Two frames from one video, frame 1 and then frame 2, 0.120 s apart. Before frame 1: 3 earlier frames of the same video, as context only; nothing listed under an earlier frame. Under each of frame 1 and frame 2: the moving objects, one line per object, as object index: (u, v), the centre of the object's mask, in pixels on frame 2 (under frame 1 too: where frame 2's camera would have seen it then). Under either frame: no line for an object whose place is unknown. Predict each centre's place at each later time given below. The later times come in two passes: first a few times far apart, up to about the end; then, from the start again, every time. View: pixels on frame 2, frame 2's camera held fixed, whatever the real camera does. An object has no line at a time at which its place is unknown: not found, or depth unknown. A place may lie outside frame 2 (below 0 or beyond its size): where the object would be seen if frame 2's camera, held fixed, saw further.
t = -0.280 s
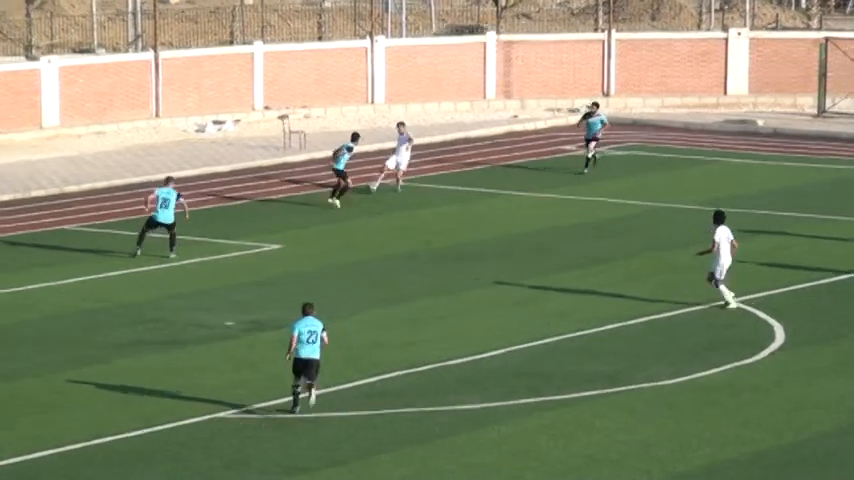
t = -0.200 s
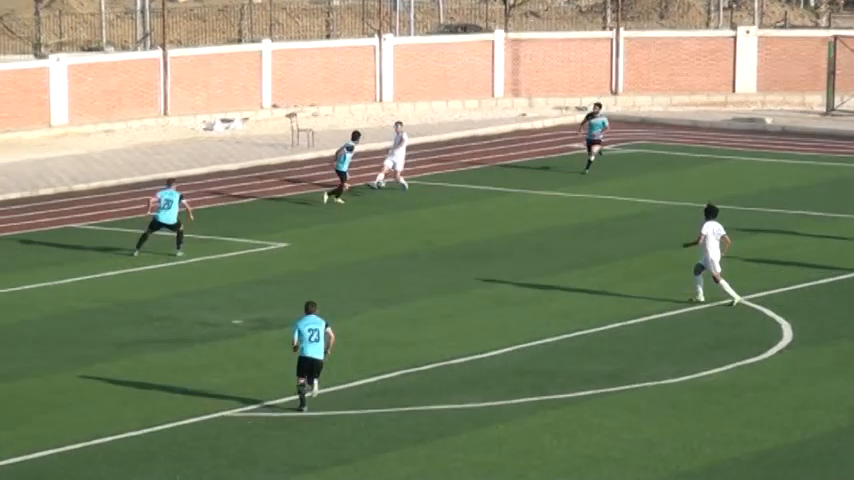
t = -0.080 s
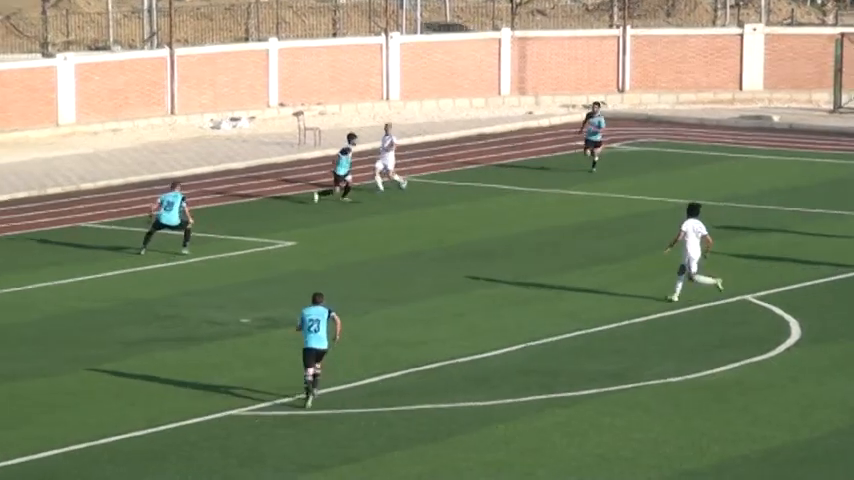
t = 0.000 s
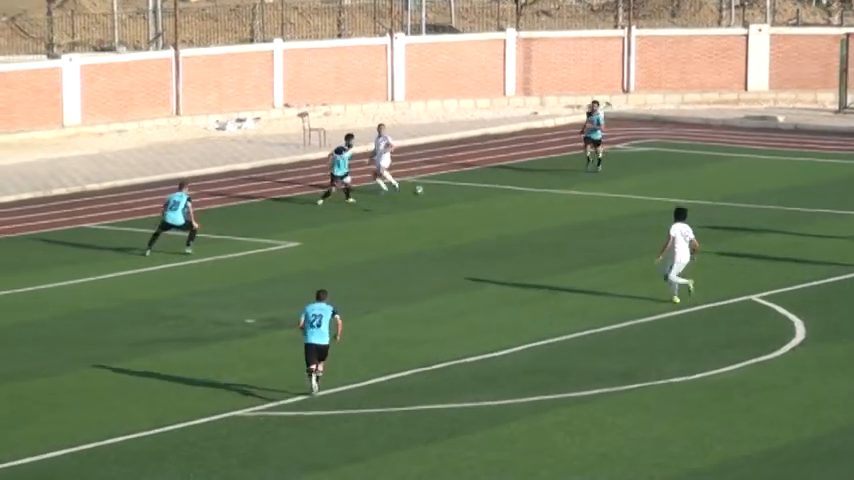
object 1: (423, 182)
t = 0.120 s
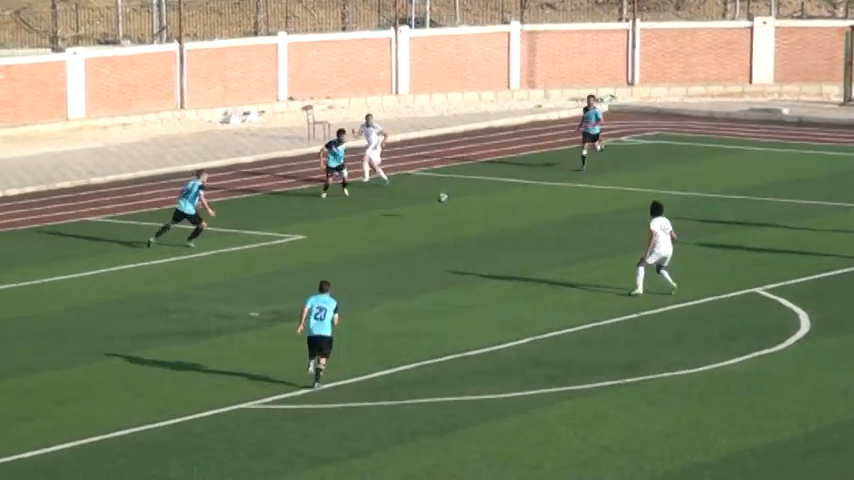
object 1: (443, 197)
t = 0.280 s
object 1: (474, 229)
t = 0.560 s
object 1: (530, 242)
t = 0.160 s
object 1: (449, 203)
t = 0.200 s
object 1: (457, 211)
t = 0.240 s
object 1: (465, 219)
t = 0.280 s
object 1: (474, 229)
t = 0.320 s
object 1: (481, 232)
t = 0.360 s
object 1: (489, 231)
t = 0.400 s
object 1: (497, 231)
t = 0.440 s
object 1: (506, 232)
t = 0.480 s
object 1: (513, 234)
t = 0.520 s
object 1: (521, 237)
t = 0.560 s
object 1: (530, 242)
